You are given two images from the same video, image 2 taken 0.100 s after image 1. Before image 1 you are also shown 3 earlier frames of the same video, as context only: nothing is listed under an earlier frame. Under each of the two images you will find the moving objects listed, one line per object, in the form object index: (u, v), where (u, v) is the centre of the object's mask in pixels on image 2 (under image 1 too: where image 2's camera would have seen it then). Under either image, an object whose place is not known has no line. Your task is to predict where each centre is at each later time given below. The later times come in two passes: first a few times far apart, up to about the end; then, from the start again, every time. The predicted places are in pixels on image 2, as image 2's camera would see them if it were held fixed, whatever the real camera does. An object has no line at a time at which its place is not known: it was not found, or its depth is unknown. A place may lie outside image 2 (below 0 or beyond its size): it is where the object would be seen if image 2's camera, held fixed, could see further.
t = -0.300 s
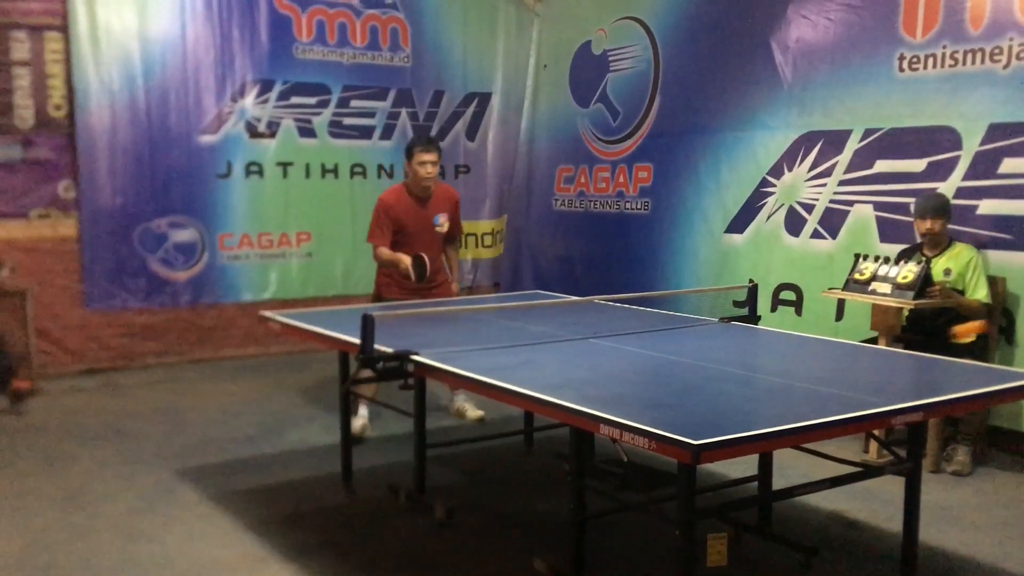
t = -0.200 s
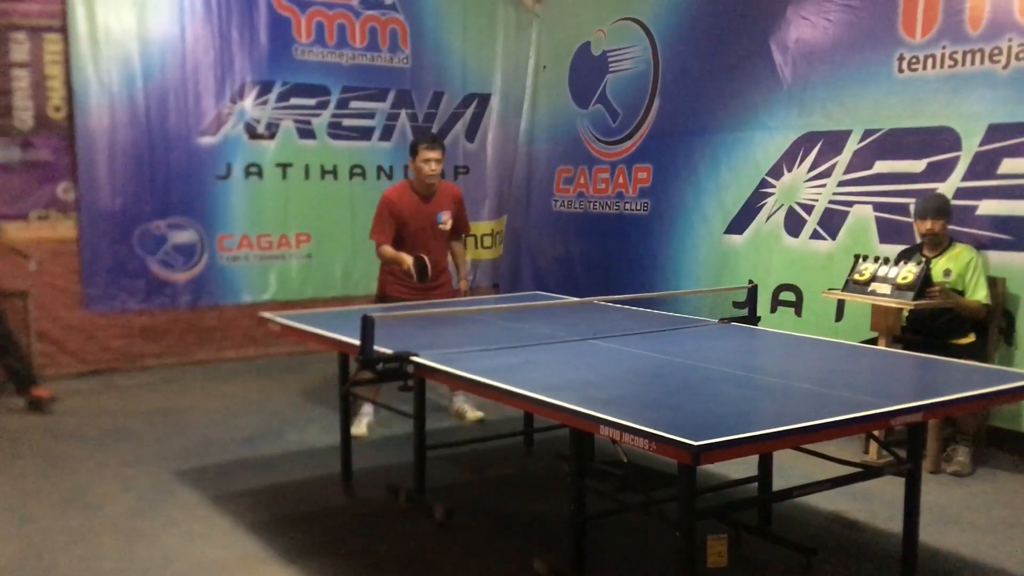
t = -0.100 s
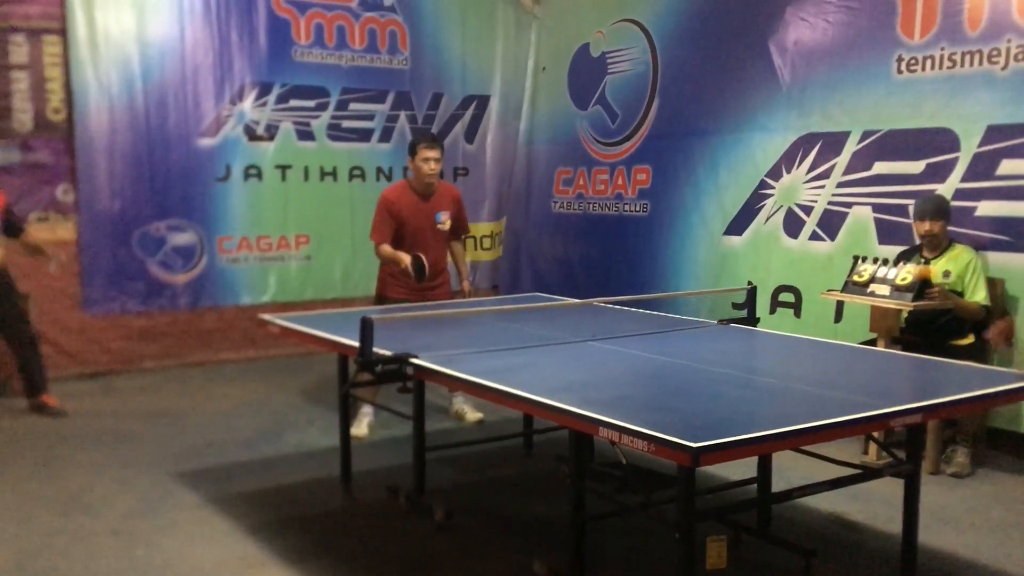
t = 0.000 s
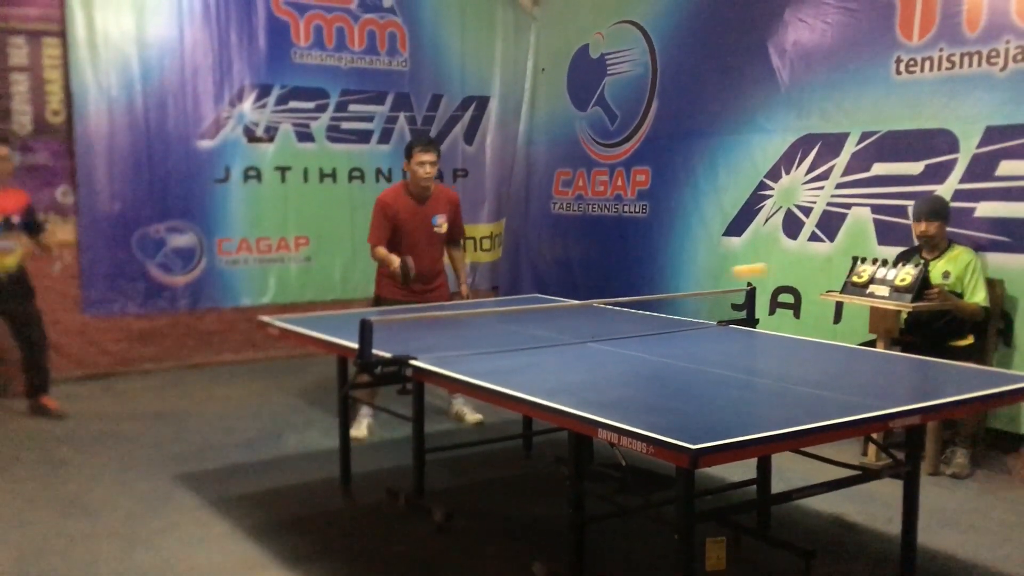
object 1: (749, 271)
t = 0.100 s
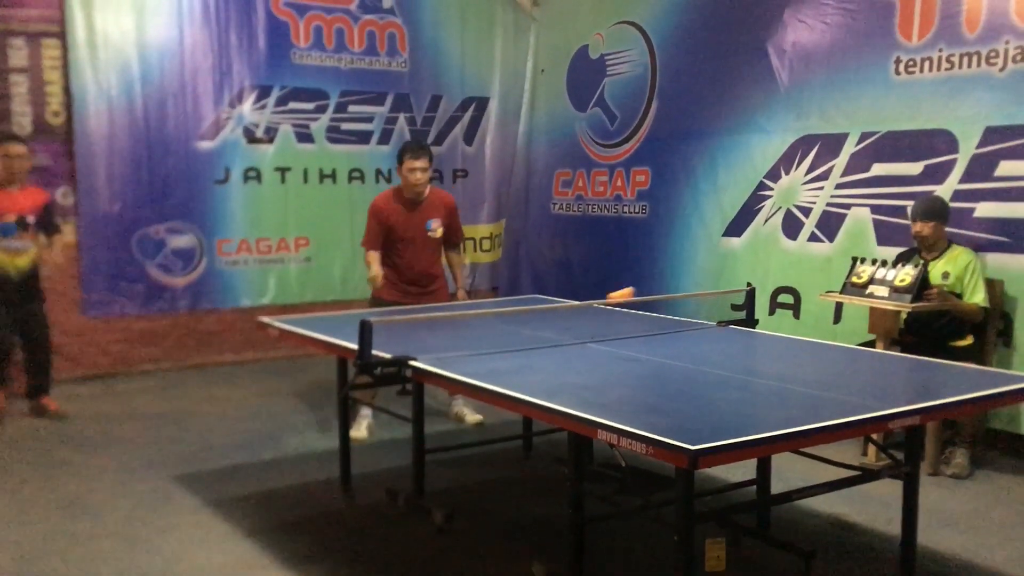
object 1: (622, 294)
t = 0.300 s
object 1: (557, 333)
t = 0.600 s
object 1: (586, 351)
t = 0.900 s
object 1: (623, 364)
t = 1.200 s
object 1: (662, 386)
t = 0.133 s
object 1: (585, 308)
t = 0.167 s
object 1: (555, 322)
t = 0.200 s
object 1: (549, 334)
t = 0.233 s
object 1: (550, 342)
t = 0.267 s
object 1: (554, 336)
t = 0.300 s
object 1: (557, 333)
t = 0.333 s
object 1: (560, 332)
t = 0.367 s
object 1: (563, 334)
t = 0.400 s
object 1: (566, 340)
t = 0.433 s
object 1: (569, 350)
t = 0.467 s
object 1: (572, 349)
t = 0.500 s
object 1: (576, 344)
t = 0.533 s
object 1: (579, 343)
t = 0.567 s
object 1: (583, 345)
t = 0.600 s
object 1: (586, 351)
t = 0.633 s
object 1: (590, 360)
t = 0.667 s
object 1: (594, 358)
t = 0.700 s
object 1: (598, 354)
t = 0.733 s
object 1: (602, 354)
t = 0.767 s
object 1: (606, 357)
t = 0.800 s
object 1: (611, 364)
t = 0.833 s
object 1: (615, 371)
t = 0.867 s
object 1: (619, 366)
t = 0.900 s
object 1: (623, 364)
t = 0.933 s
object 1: (627, 366)
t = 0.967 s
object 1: (631, 371)
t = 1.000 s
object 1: (635, 380)
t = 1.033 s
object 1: (640, 377)
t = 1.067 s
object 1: (644, 374)
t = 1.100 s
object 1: (649, 376)
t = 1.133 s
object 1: (653, 382)
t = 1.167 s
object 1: (658, 390)
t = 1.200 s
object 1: (662, 386)
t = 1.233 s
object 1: (667, 384)
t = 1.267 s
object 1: (672, 387)
